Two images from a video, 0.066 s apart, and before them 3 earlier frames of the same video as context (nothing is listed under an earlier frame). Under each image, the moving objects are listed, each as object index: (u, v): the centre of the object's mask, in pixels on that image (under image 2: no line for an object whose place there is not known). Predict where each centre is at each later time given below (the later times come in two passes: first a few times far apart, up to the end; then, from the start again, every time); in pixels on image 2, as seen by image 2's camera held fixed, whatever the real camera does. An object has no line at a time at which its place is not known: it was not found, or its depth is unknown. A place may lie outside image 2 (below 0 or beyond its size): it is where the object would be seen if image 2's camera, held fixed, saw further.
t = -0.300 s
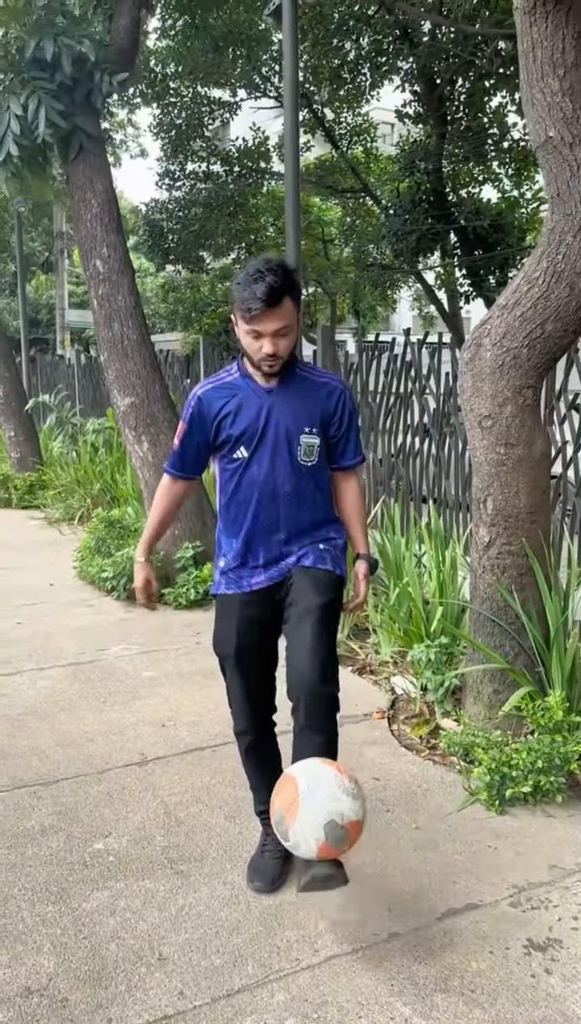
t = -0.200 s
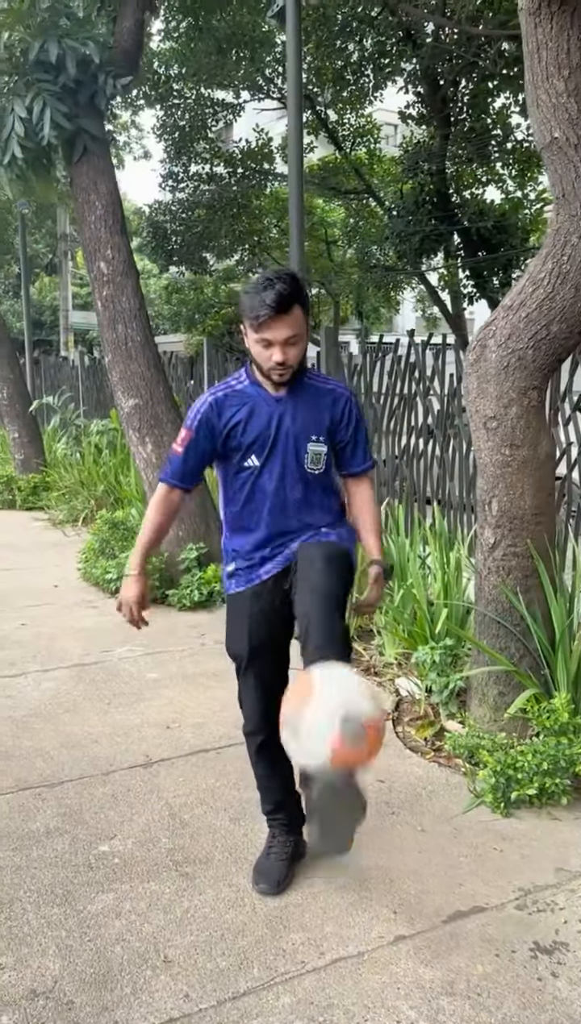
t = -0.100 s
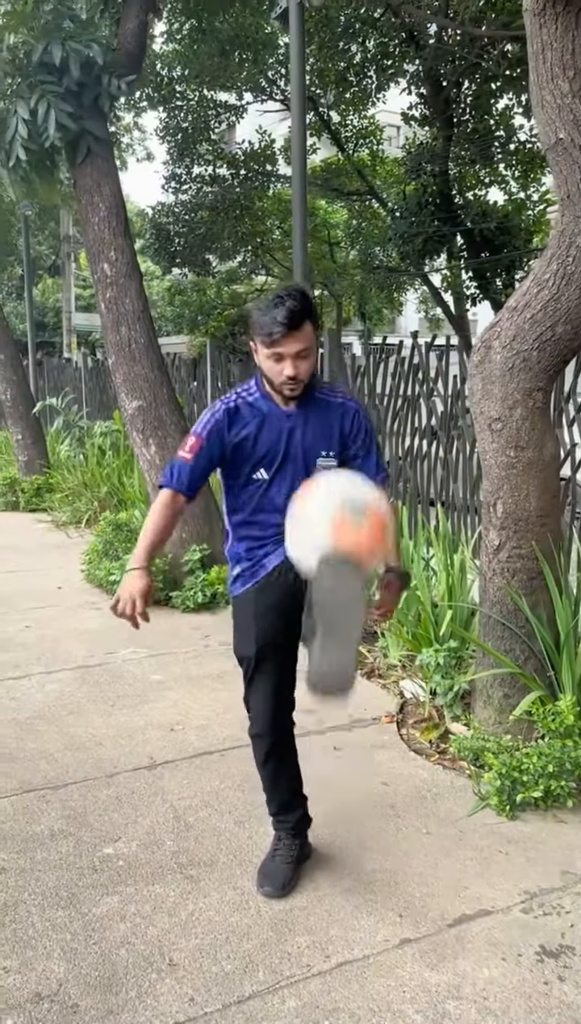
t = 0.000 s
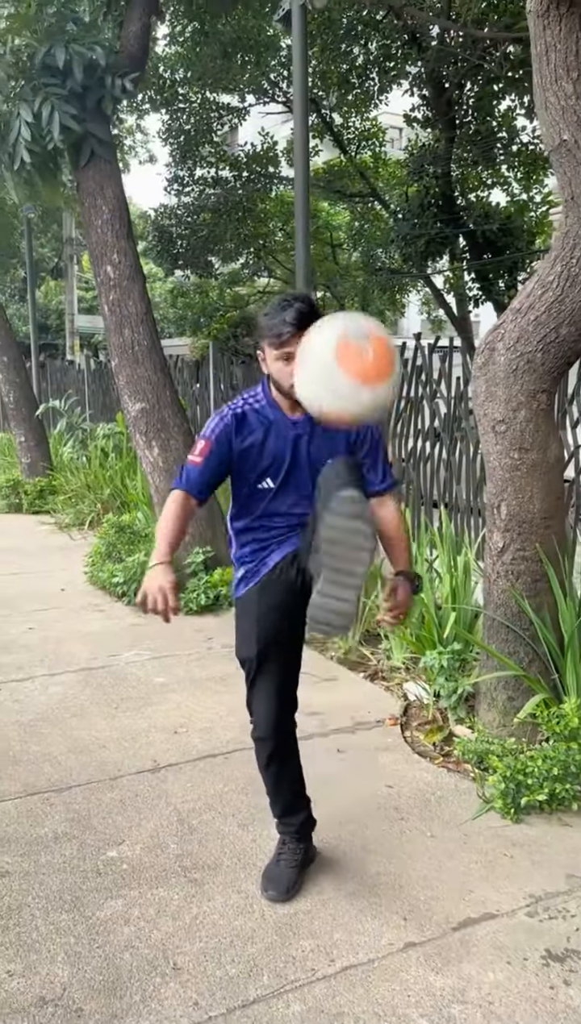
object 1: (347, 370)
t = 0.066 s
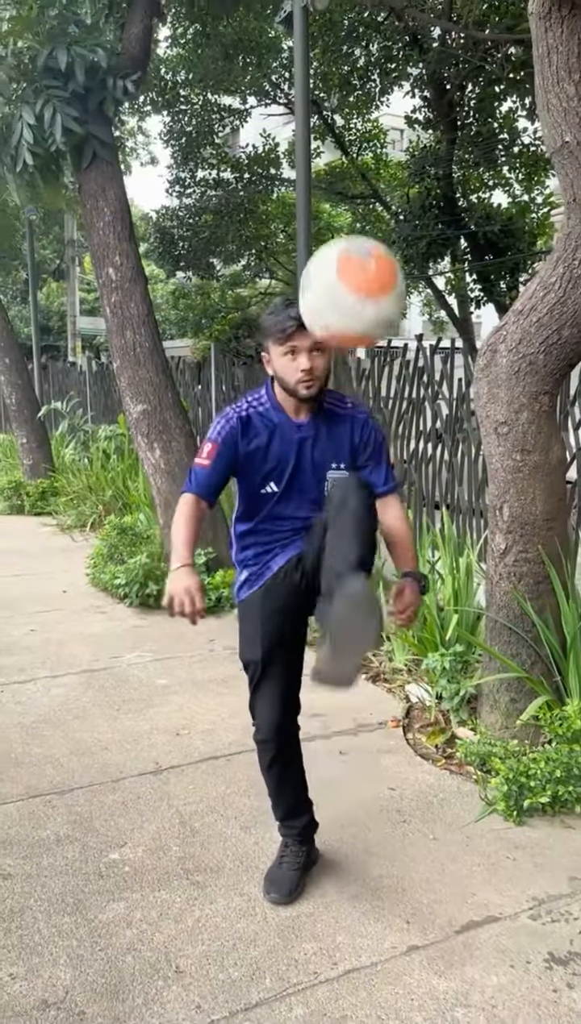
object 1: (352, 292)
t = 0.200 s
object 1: (357, 209)
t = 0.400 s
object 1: (358, 241)
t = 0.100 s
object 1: (353, 264)
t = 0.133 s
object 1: (354, 240)
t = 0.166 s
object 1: (355, 222)
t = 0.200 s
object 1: (357, 209)
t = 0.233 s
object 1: (357, 201)
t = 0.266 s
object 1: (358, 199)
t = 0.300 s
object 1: (358, 203)
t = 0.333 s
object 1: (358, 211)
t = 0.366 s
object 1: (358, 224)
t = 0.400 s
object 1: (358, 241)
